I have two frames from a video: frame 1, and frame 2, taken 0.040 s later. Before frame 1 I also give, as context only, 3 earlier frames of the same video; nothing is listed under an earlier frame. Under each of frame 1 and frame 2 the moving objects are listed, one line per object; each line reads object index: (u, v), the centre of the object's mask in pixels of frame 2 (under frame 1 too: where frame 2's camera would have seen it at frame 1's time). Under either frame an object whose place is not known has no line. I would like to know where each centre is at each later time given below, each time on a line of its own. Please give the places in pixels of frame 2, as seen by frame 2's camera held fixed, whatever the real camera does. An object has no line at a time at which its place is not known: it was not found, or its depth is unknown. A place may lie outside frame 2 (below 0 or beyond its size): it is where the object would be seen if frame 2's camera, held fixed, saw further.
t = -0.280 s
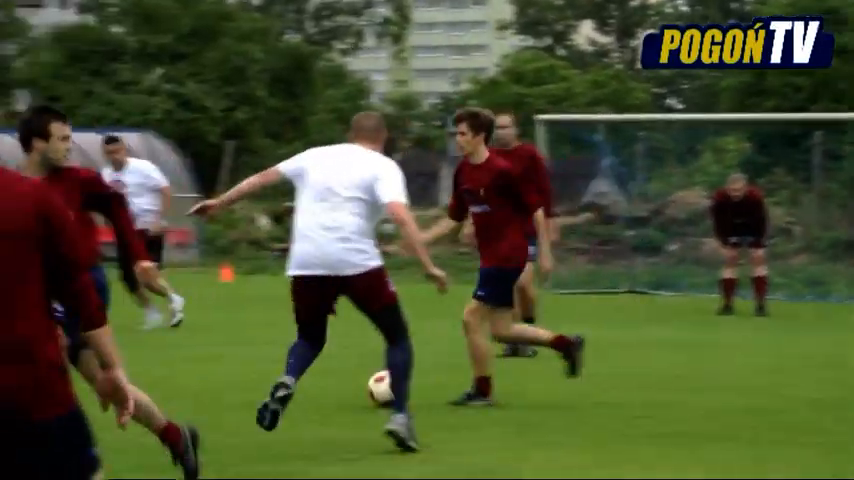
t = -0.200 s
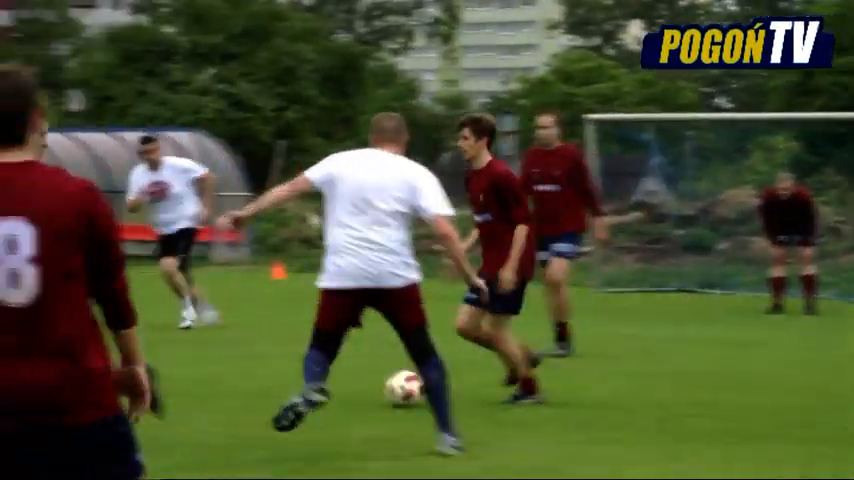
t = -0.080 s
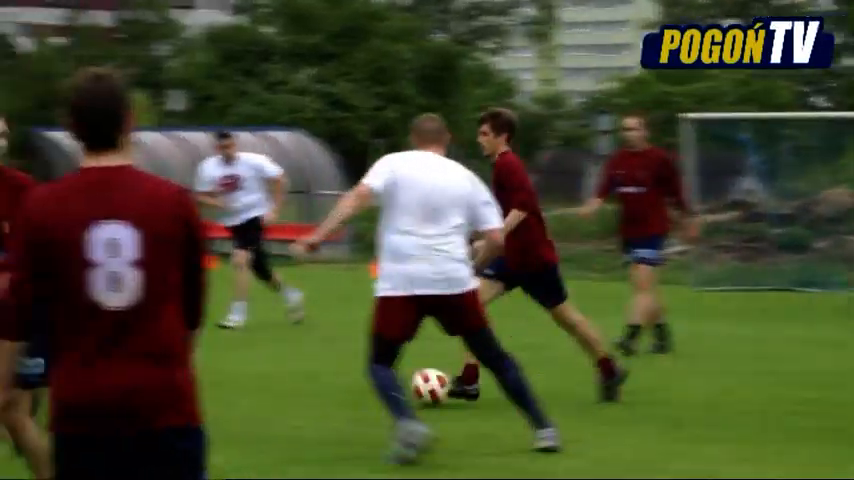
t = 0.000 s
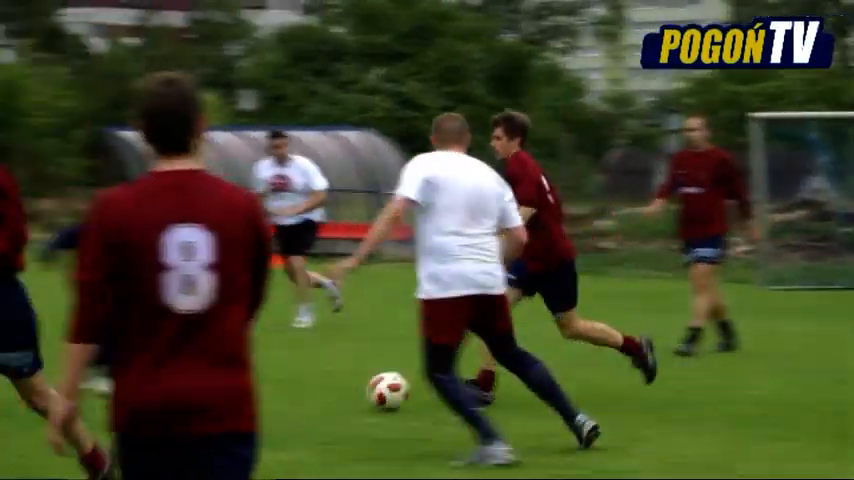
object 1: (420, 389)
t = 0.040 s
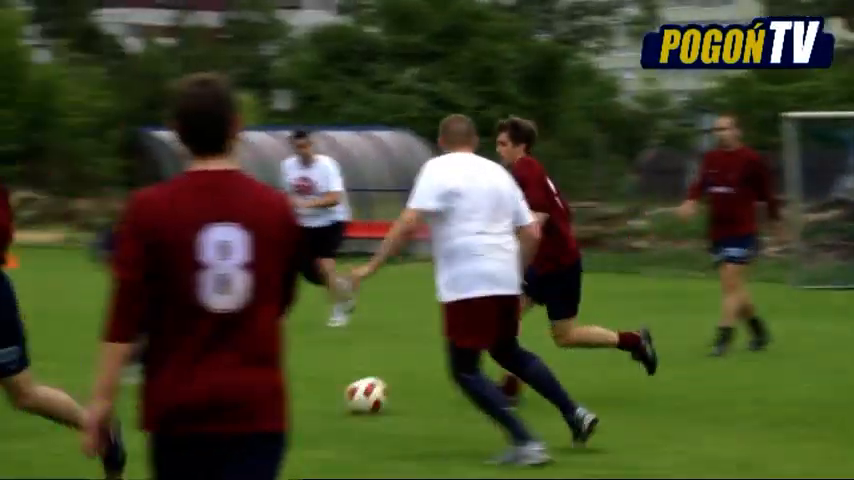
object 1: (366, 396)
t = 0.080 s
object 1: (315, 399)
